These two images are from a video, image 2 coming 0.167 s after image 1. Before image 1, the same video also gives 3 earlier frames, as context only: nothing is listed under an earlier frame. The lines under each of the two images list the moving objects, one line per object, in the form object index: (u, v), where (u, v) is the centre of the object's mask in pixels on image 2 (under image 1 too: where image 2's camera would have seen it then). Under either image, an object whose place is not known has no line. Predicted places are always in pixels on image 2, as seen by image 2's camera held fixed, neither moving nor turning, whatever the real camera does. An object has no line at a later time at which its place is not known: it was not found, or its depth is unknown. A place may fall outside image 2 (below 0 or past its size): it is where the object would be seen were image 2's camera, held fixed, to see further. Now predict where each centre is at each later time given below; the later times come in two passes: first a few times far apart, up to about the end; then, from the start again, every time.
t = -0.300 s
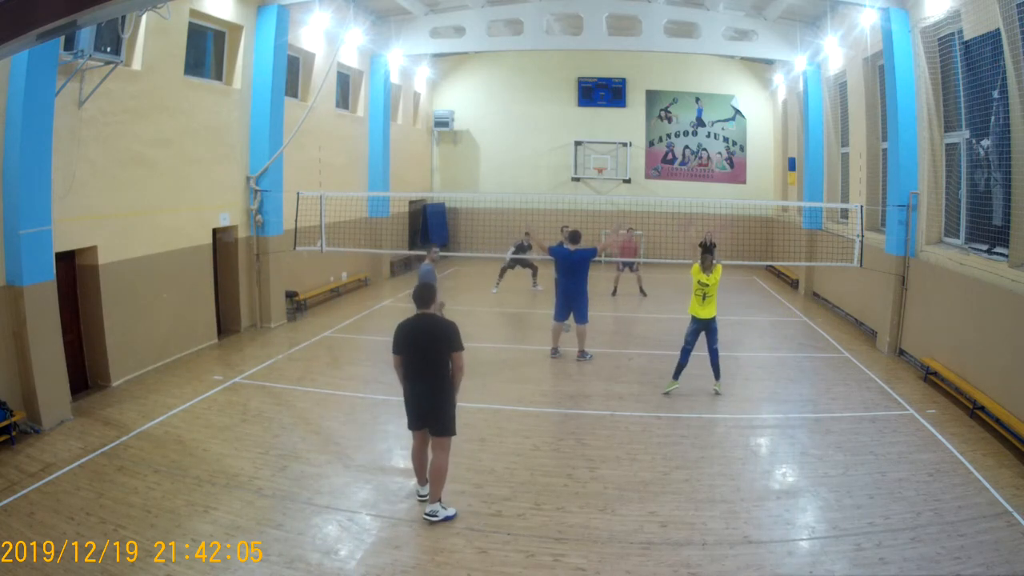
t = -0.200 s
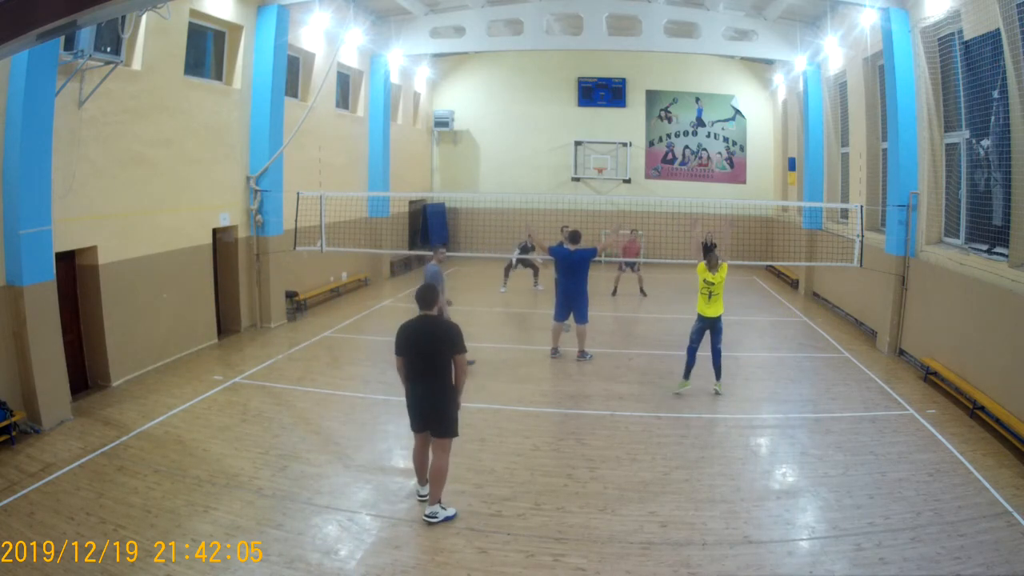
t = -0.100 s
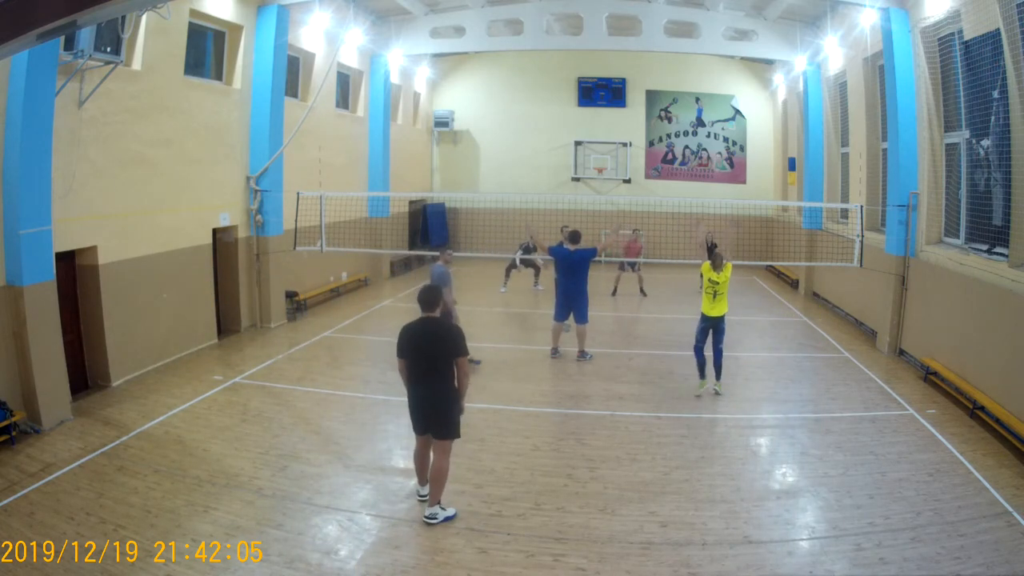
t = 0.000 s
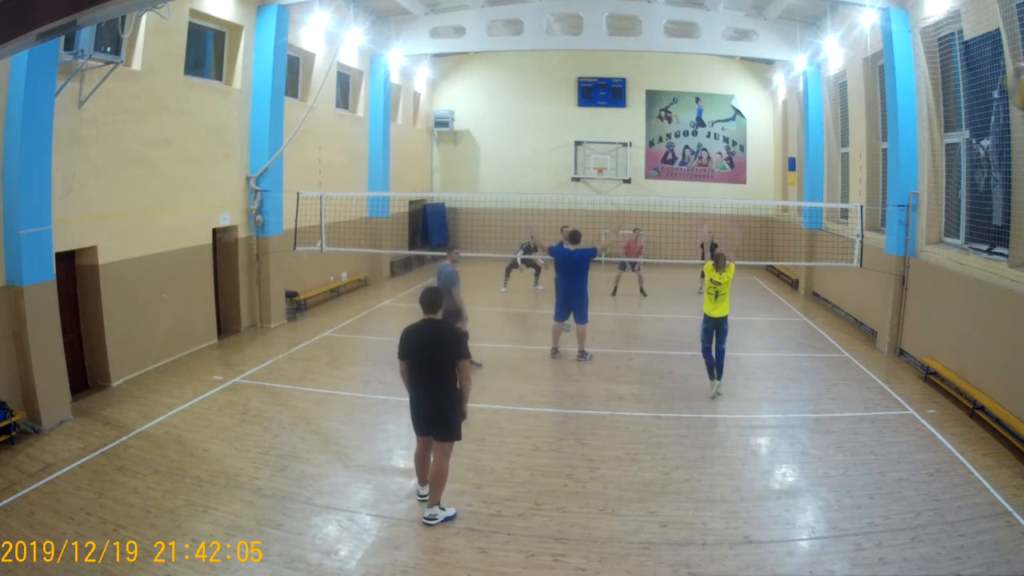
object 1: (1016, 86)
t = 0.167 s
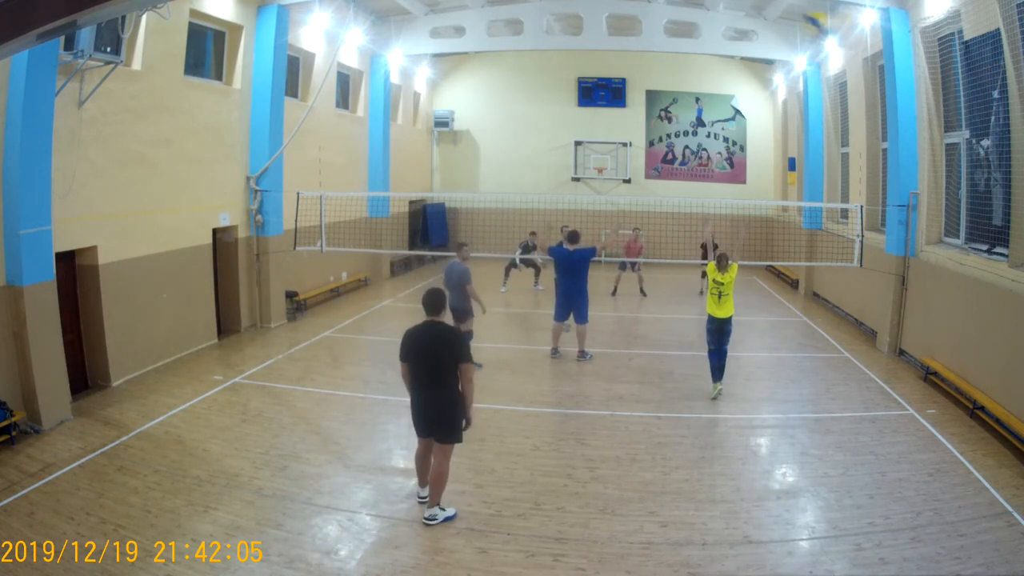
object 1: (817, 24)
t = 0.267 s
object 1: (729, 28)
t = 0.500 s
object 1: (593, 77)
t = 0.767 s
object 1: (504, 162)
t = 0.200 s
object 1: (782, 26)
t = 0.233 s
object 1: (754, 26)
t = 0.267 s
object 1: (729, 28)
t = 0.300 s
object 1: (701, 33)
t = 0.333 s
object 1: (680, 37)
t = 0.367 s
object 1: (660, 44)
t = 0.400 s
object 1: (640, 52)
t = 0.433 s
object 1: (625, 59)
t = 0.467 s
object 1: (607, 67)
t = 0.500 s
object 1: (593, 77)
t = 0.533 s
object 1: (581, 86)
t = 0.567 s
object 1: (566, 97)
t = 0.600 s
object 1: (554, 107)
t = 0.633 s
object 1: (542, 117)
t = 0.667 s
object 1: (533, 128)
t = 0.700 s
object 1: (523, 139)
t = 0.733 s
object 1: (512, 151)
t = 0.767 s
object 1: (504, 162)
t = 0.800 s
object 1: (496, 173)
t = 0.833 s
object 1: (487, 185)
